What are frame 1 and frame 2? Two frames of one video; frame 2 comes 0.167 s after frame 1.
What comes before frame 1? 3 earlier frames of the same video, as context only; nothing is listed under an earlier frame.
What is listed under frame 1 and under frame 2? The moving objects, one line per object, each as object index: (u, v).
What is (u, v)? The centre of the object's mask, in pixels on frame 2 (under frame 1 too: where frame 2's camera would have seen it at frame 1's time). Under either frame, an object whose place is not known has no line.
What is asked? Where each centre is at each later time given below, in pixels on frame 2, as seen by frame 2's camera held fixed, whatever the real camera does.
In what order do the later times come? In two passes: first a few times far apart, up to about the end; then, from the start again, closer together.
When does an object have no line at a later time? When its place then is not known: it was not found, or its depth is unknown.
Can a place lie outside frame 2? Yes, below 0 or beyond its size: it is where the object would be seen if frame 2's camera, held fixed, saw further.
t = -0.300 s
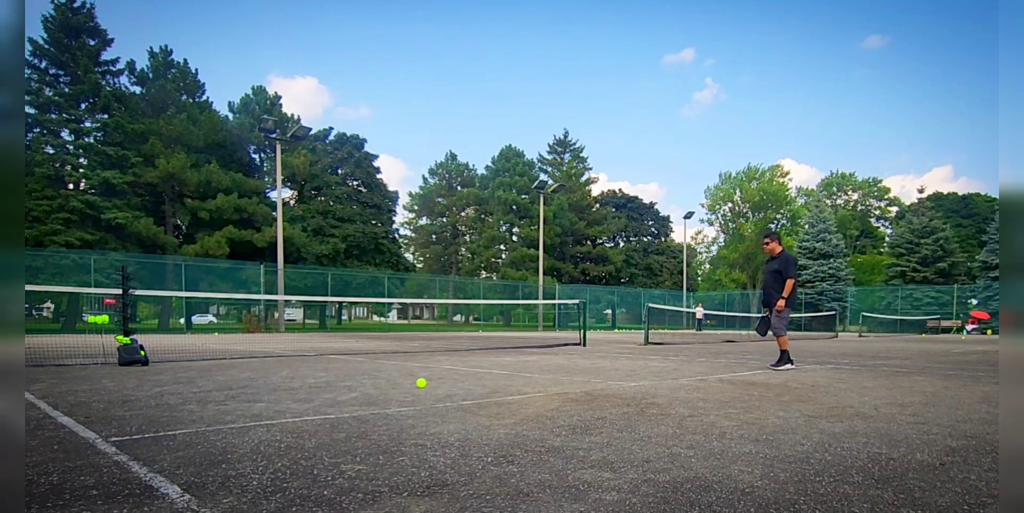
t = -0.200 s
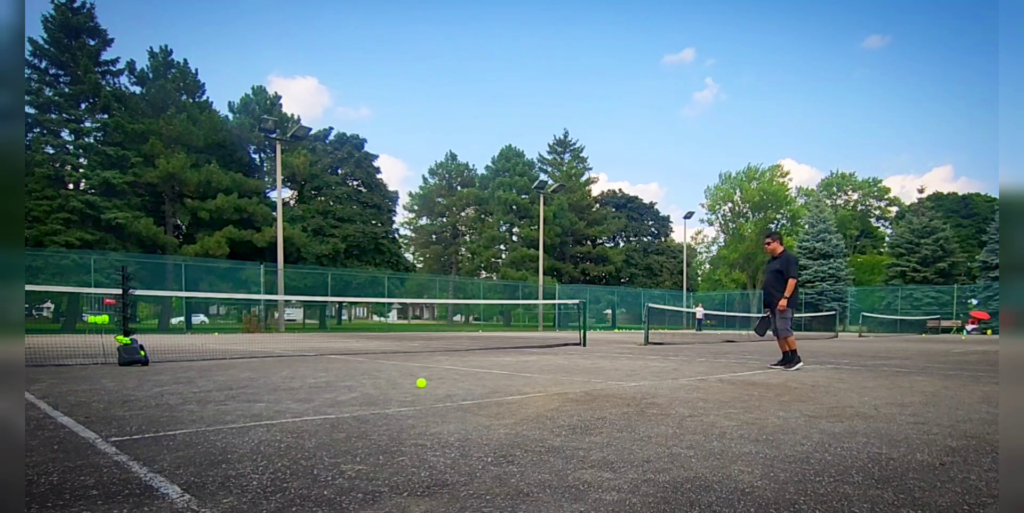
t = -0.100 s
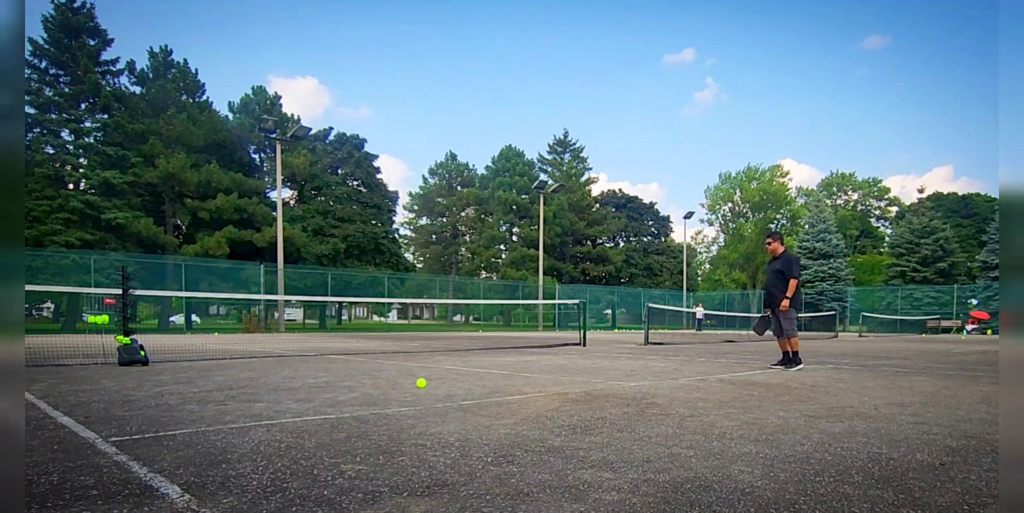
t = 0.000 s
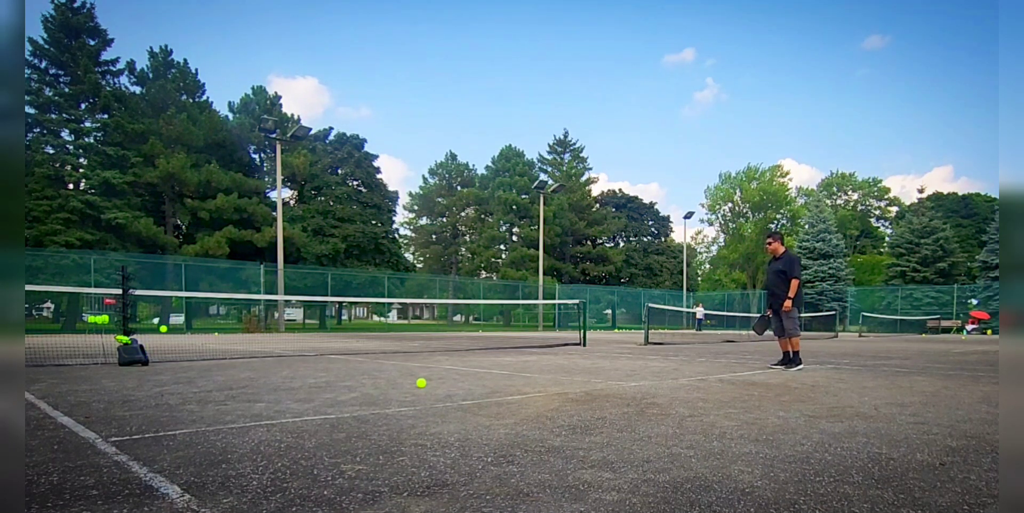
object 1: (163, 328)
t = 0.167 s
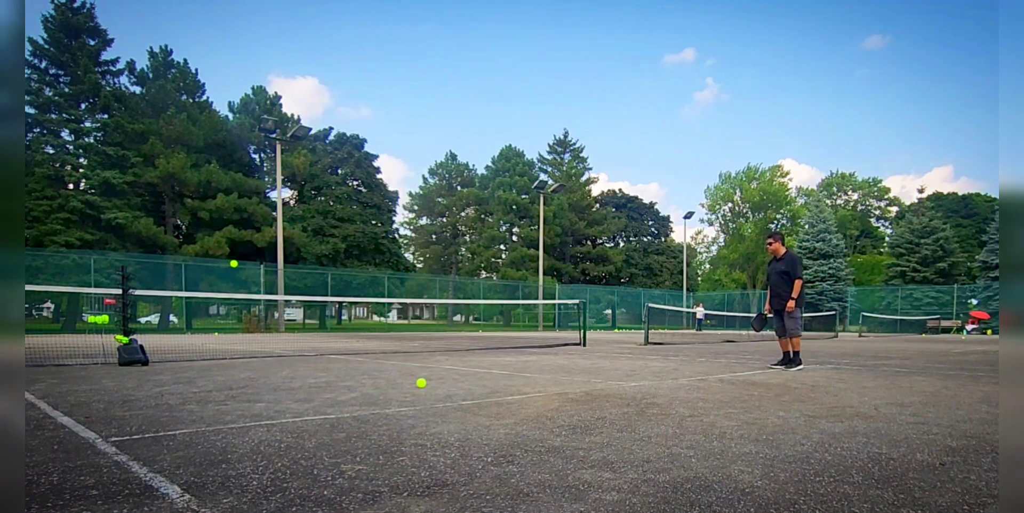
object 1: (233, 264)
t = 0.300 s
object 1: (288, 230)
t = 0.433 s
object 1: (341, 212)
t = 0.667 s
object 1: (432, 218)
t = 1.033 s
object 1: (561, 314)
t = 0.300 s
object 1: (288, 230)
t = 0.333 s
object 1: (302, 224)
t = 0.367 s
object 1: (315, 219)
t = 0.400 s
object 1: (329, 215)
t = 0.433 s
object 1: (341, 212)
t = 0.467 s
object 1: (355, 210)
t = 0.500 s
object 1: (369, 208)
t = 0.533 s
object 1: (381, 209)
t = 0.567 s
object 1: (393, 210)
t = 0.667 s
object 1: (432, 218)
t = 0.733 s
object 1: (457, 228)
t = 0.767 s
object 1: (469, 234)
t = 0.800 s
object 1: (481, 240)
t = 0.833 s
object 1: (493, 249)
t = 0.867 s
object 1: (504, 257)
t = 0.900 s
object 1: (516, 267)
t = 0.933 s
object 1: (528, 277)
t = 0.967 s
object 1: (539, 289)
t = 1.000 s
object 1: (551, 301)
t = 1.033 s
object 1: (561, 314)
